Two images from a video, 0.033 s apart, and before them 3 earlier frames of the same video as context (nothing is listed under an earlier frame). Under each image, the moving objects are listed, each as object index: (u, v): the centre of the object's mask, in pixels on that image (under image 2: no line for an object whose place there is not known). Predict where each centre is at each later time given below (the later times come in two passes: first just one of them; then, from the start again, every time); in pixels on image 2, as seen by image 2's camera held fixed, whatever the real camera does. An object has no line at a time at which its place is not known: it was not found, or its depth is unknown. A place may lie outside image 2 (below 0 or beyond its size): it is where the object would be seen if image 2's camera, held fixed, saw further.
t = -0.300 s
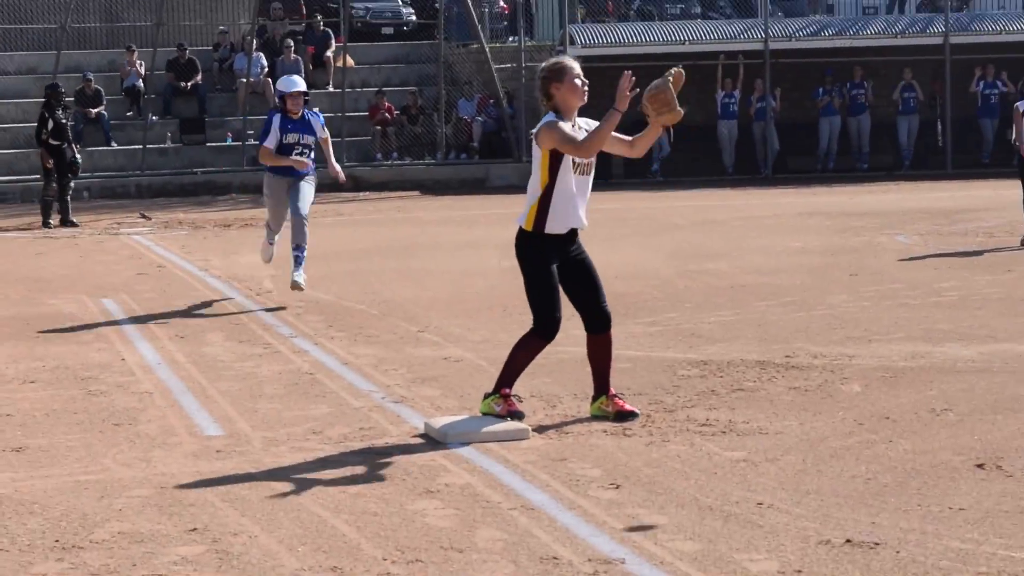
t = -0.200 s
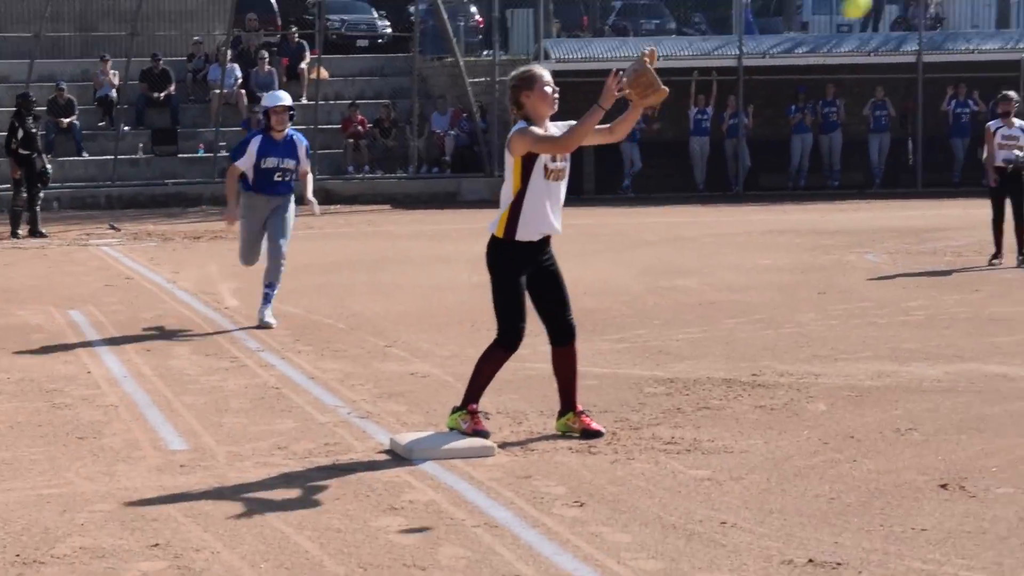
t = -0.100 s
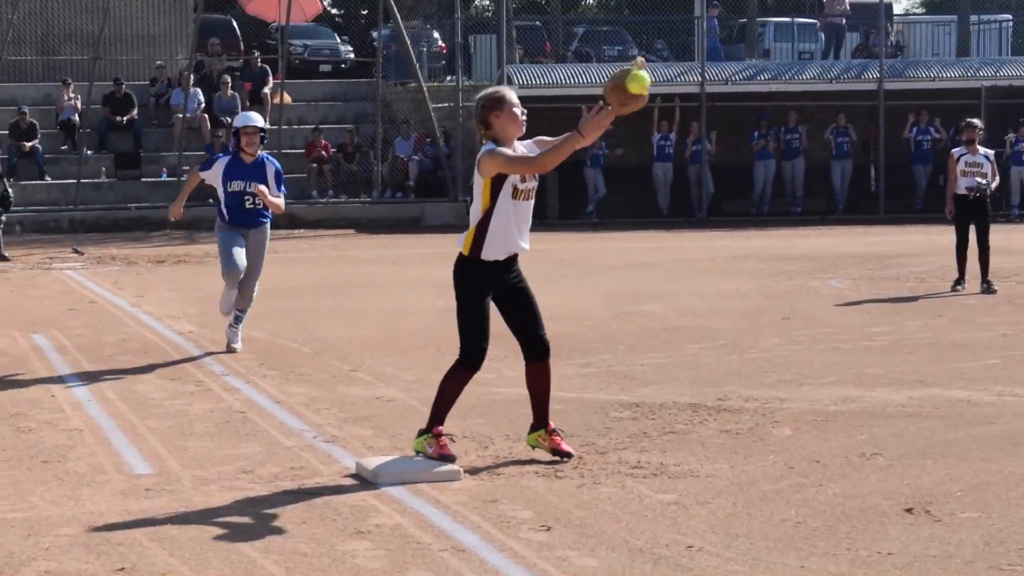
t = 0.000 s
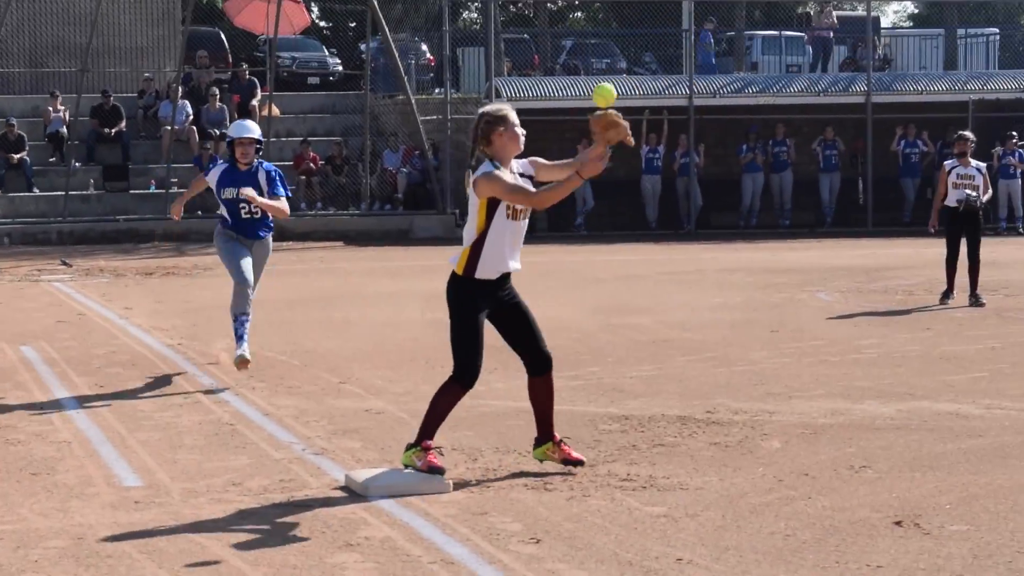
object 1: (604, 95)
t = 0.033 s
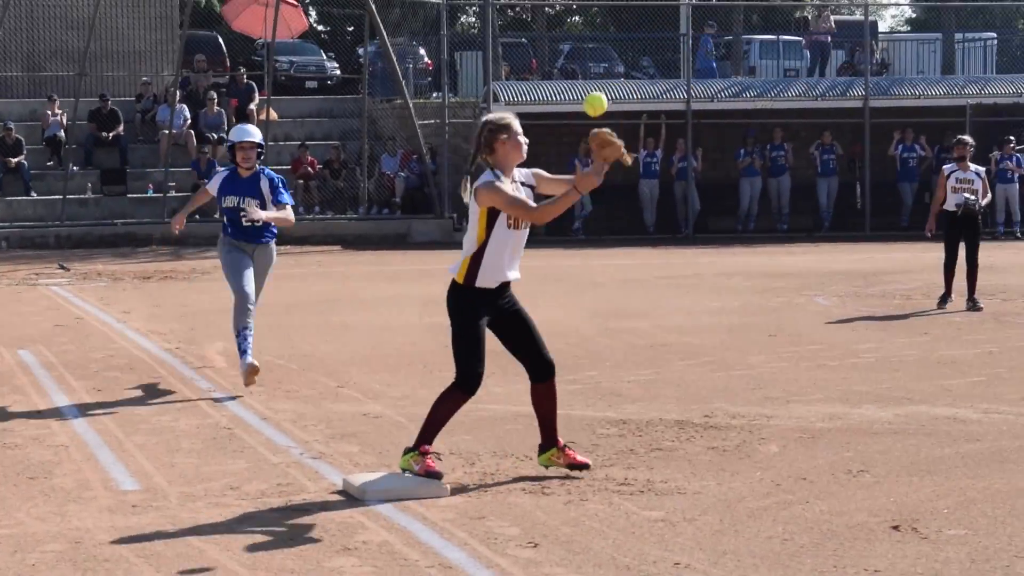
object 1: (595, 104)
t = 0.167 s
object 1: (567, 152)
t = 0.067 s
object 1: (588, 112)
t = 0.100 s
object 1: (581, 122)
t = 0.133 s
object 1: (574, 136)
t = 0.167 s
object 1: (567, 152)
